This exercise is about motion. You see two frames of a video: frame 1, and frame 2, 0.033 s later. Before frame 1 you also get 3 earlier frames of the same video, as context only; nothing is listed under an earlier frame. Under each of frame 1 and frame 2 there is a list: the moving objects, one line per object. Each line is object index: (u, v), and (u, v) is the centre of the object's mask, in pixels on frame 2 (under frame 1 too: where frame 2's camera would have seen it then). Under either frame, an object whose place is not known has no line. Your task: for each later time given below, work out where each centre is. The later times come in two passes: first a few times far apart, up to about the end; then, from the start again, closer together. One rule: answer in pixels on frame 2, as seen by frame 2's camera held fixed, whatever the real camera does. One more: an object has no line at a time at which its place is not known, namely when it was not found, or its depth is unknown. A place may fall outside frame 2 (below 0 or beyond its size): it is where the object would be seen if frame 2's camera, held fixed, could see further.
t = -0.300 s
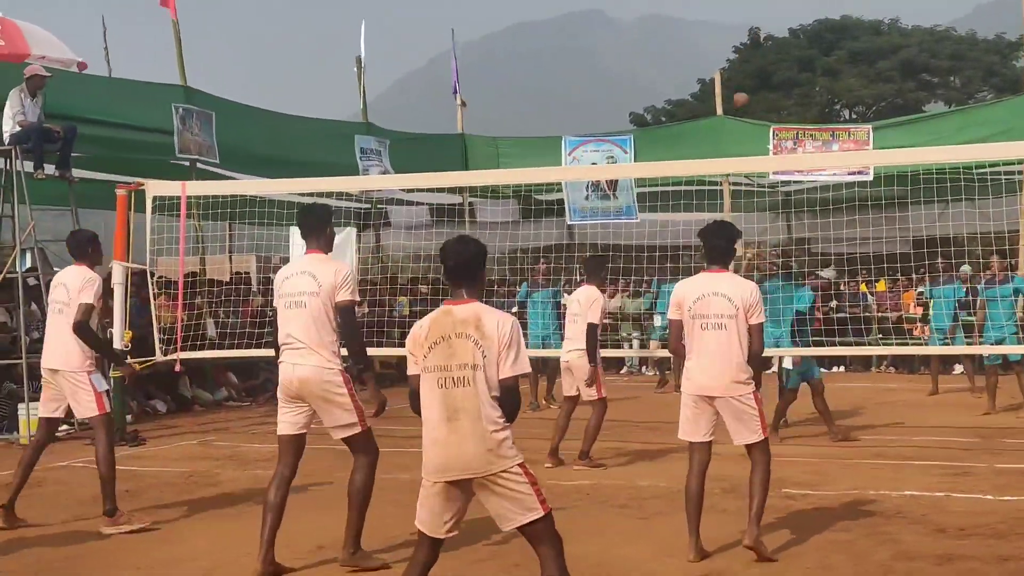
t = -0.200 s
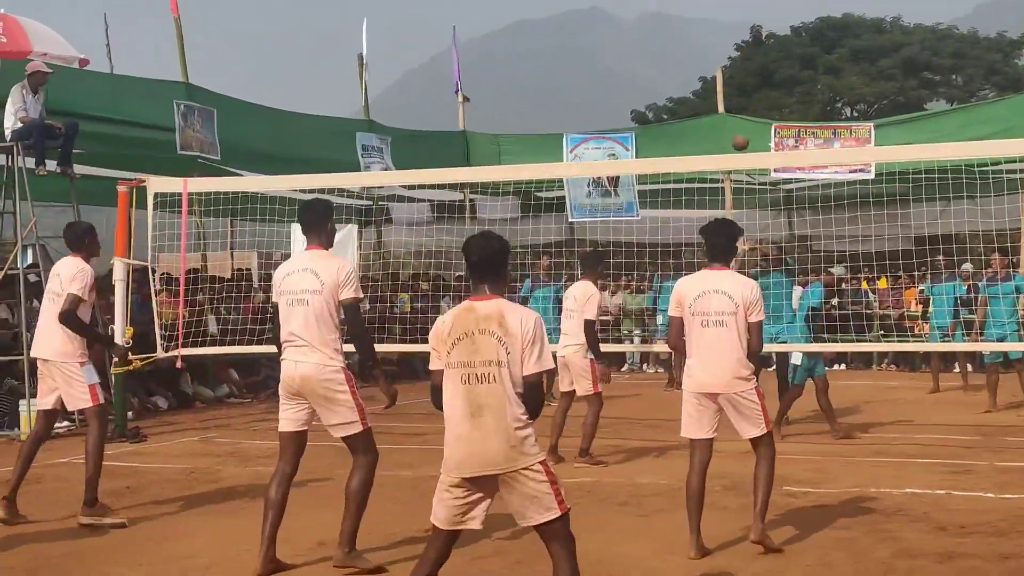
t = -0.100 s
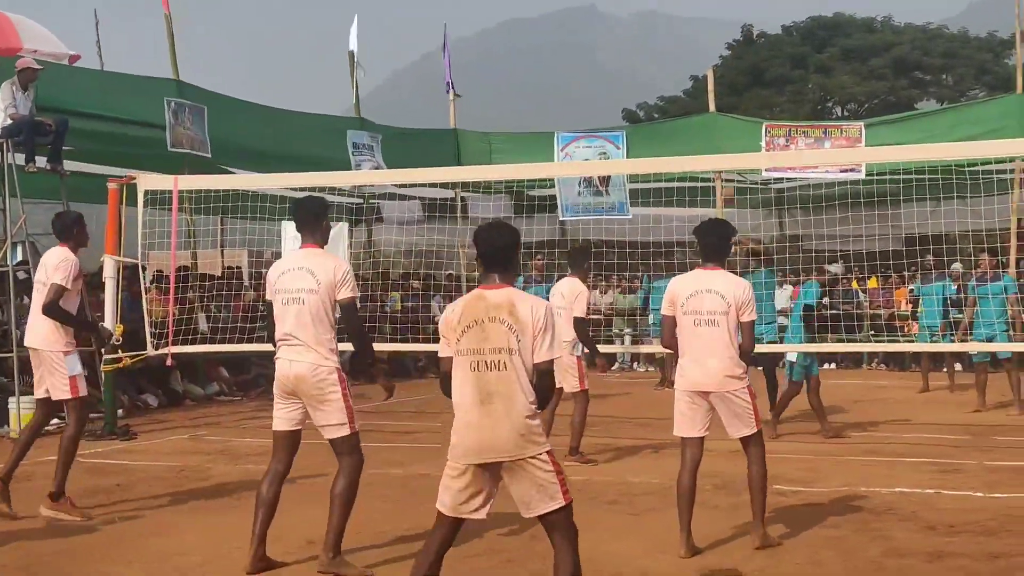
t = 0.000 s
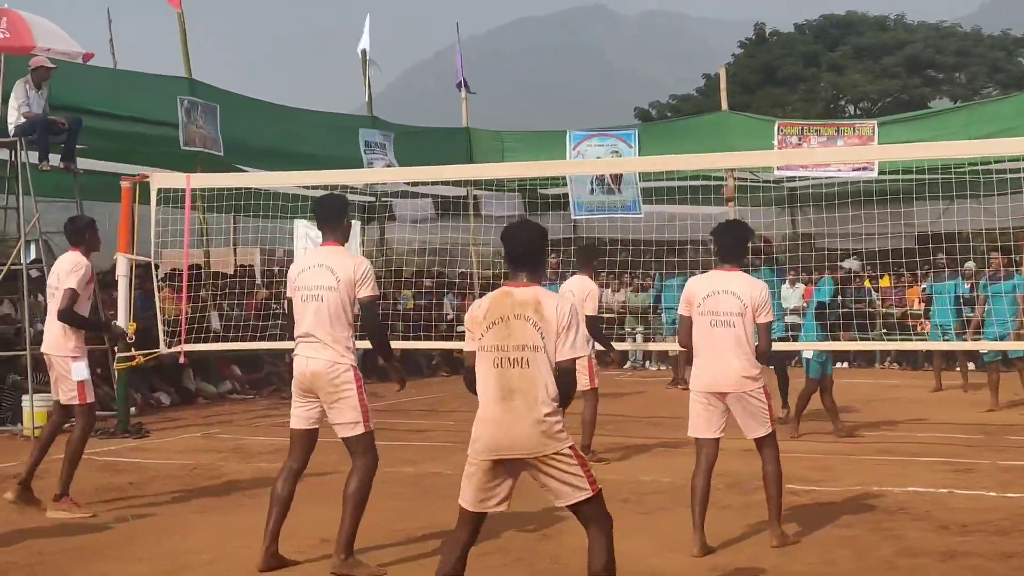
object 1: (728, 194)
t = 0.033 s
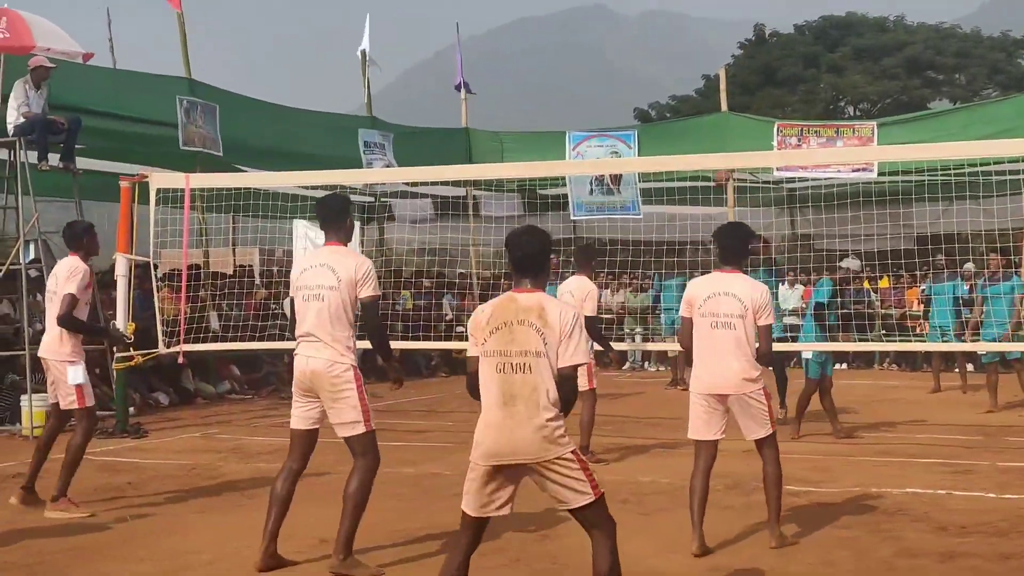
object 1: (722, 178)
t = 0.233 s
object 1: (674, 95)
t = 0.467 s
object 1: (610, 48)
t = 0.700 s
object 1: (534, 66)
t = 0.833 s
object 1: (484, 116)
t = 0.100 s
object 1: (707, 146)
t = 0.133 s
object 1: (699, 133)
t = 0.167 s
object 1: (691, 119)
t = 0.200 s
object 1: (682, 106)
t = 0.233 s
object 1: (674, 95)
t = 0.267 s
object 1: (666, 86)
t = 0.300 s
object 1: (658, 76)
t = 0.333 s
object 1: (648, 68)
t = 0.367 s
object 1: (639, 61)
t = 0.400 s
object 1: (629, 56)
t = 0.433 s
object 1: (620, 51)
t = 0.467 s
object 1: (610, 48)
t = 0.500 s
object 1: (600, 46)
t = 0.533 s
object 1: (590, 46)
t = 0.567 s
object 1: (579, 47)
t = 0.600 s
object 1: (568, 49)
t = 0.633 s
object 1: (557, 54)
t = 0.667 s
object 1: (546, 59)
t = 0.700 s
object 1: (534, 66)
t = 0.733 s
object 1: (522, 76)
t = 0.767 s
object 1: (510, 87)
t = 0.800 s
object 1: (497, 101)
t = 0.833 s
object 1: (484, 116)
